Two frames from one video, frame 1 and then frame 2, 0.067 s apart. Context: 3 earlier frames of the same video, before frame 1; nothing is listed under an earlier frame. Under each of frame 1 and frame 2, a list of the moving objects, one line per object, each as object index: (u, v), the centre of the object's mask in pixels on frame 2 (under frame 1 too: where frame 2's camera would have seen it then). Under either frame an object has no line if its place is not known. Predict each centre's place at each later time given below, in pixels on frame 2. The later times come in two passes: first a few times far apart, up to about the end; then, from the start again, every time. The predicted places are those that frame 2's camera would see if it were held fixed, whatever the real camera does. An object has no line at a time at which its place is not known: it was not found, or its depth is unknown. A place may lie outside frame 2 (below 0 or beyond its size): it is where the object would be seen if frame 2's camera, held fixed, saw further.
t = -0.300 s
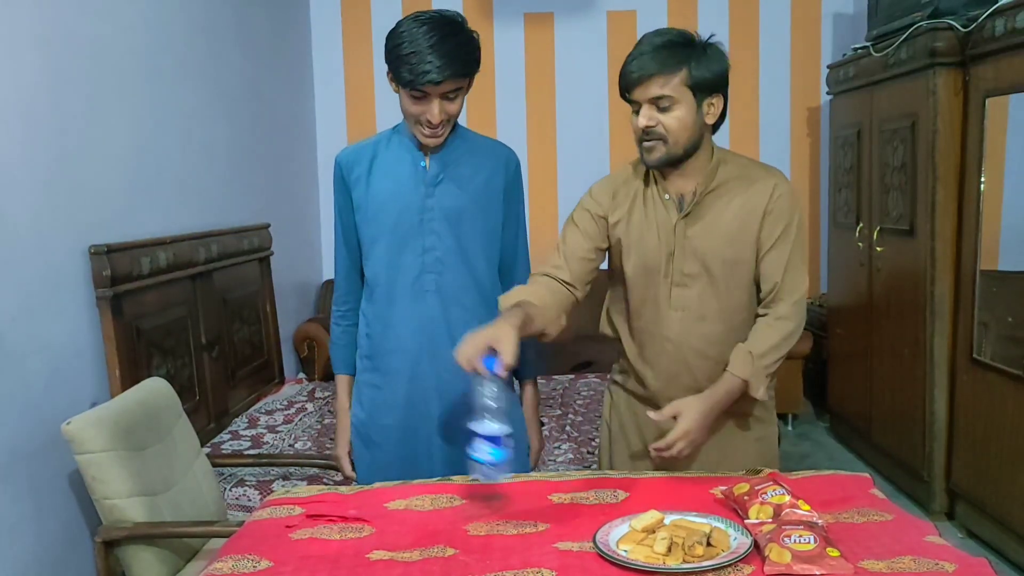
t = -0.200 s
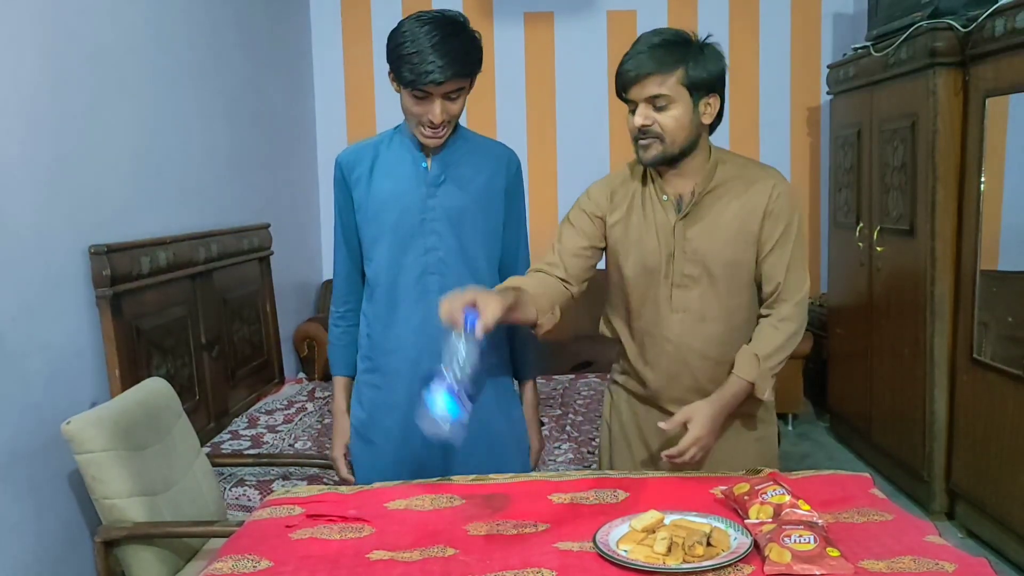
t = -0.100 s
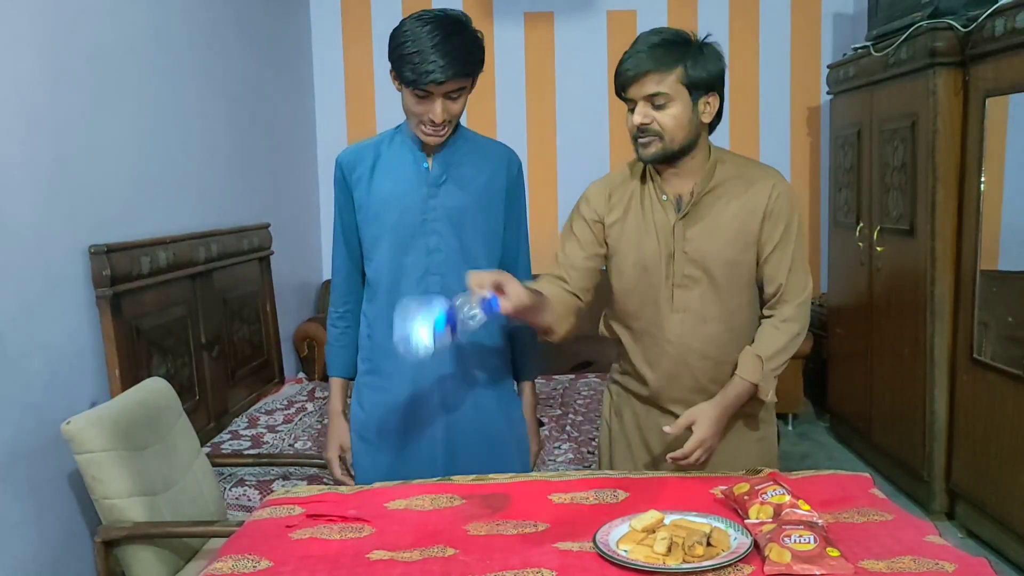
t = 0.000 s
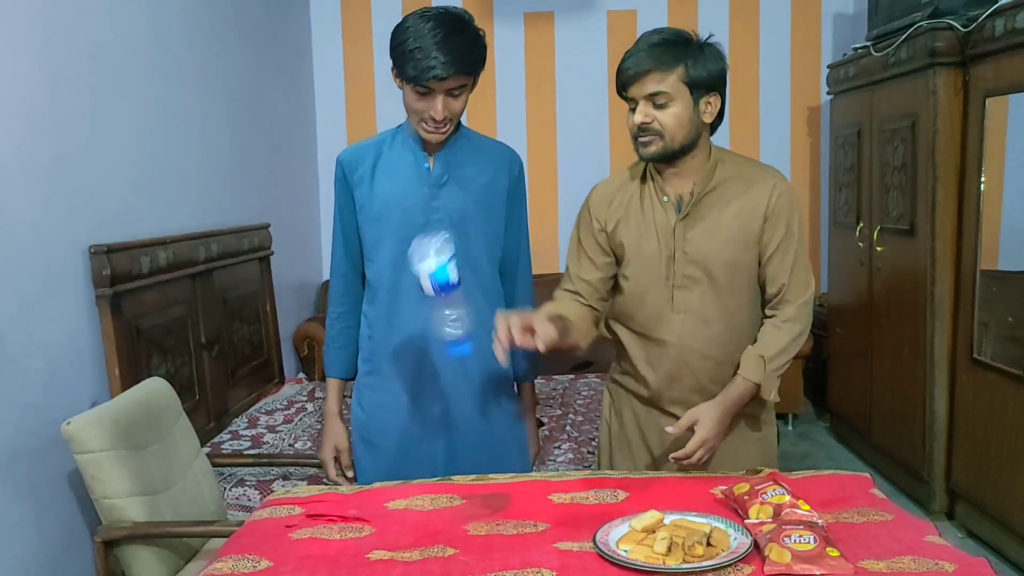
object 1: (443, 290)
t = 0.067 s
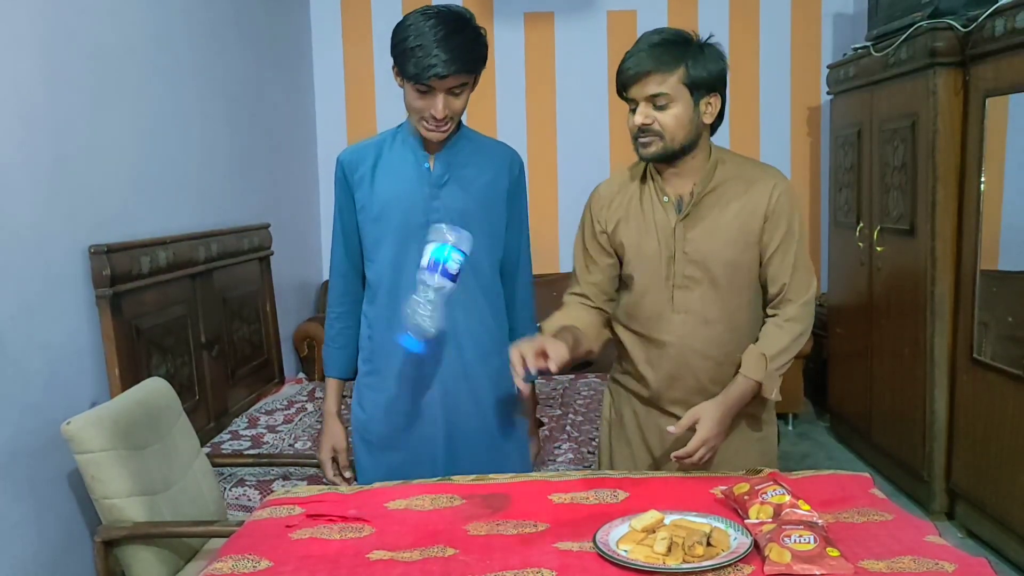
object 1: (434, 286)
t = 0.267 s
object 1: (471, 376)
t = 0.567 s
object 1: (548, 468)
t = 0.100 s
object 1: (434, 281)
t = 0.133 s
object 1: (438, 283)
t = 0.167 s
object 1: (445, 294)
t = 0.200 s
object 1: (453, 313)
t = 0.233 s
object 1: (462, 341)
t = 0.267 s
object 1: (471, 376)
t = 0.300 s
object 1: (479, 416)
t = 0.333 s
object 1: (488, 460)
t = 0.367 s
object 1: (498, 470)
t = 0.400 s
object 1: (507, 470)
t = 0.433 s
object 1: (514, 468)
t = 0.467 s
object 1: (520, 467)
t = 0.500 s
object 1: (528, 466)
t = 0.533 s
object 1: (537, 466)
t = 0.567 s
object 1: (548, 468)
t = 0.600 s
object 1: (558, 475)
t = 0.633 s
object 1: (567, 488)
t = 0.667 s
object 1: (566, 491)
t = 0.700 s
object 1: (566, 493)
